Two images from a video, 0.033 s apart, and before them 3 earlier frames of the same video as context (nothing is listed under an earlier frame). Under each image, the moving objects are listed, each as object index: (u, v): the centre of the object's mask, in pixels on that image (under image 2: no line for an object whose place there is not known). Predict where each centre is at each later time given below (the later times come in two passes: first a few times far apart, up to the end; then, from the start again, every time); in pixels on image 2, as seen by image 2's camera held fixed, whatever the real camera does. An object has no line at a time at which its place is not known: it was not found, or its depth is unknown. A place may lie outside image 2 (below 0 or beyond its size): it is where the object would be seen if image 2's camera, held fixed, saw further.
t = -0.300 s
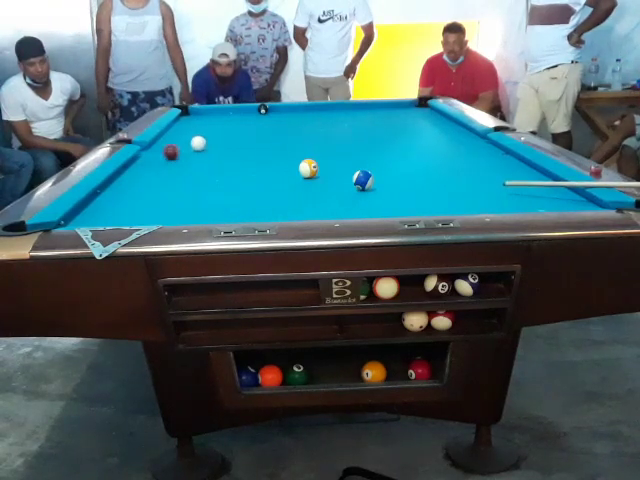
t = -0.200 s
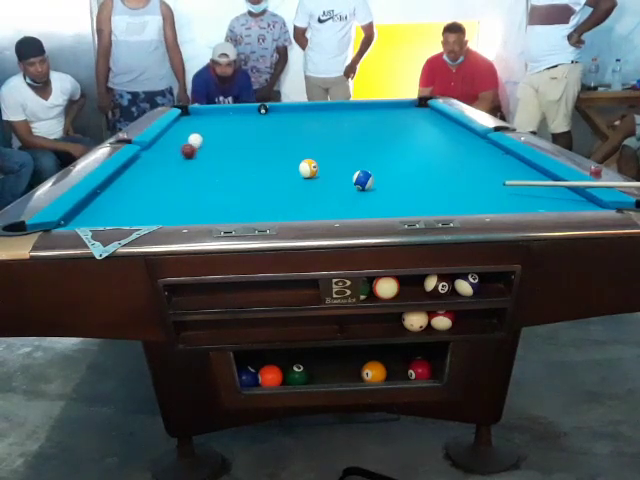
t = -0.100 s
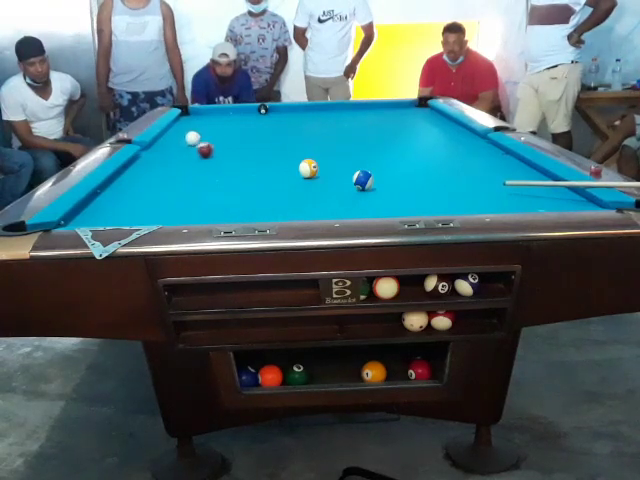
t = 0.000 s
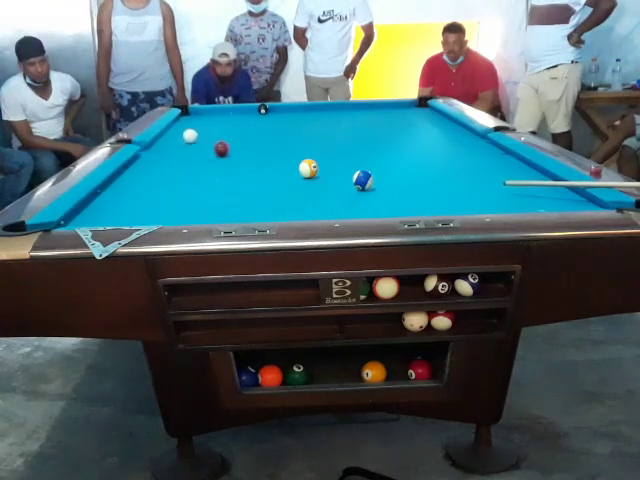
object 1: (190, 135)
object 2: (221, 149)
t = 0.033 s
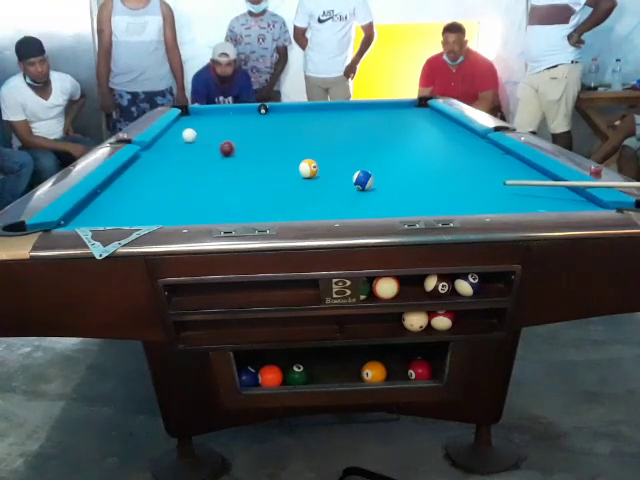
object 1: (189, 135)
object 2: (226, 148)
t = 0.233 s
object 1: (184, 130)
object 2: (258, 146)
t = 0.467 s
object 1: (179, 126)
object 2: (292, 145)
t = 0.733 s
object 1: (176, 121)
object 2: (329, 142)
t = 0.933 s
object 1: (182, 119)
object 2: (355, 140)
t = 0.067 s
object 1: (188, 134)
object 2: (232, 148)
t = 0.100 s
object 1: (188, 133)
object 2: (237, 148)
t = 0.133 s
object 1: (187, 133)
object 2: (242, 147)
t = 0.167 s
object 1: (186, 132)
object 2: (247, 147)
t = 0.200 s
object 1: (185, 131)
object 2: (252, 147)
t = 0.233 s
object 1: (184, 130)
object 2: (258, 146)
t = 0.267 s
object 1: (183, 130)
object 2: (263, 146)
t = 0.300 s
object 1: (183, 129)
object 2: (267, 146)
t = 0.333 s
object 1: (182, 128)
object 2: (273, 145)
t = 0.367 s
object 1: (182, 128)
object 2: (278, 145)
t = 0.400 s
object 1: (181, 127)
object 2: (282, 145)
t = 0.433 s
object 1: (180, 126)
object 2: (287, 145)
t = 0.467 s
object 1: (179, 126)
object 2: (292, 145)
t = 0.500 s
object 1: (179, 125)
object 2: (297, 144)
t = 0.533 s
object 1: (178, 125)
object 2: (302, 144)
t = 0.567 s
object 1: (178, 124)
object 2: (306, 143)
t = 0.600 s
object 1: (177, 124)
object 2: (311, 143)
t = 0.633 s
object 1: (177, 123)
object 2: (316, 143)
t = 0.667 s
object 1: (176, 123)
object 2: (321, 142)
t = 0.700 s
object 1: (175, 122)
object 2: (325, 142)
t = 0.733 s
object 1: (176, 121)
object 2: (329, 142)
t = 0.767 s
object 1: (177, 121)
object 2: (334, 141)
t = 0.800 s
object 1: (177, 121)
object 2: (338, 141)
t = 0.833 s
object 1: (179, 120)
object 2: (343, 141)
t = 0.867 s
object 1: (180, 120)
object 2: (347, 141)
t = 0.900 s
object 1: (181, 119)
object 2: (351, 141)
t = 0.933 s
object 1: (182, 119)
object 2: (355, 140)
